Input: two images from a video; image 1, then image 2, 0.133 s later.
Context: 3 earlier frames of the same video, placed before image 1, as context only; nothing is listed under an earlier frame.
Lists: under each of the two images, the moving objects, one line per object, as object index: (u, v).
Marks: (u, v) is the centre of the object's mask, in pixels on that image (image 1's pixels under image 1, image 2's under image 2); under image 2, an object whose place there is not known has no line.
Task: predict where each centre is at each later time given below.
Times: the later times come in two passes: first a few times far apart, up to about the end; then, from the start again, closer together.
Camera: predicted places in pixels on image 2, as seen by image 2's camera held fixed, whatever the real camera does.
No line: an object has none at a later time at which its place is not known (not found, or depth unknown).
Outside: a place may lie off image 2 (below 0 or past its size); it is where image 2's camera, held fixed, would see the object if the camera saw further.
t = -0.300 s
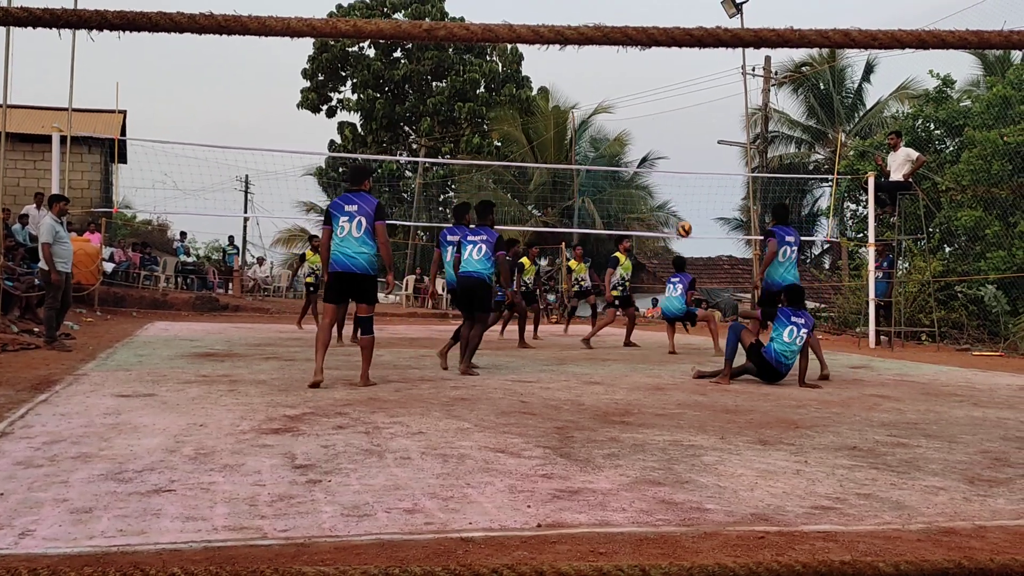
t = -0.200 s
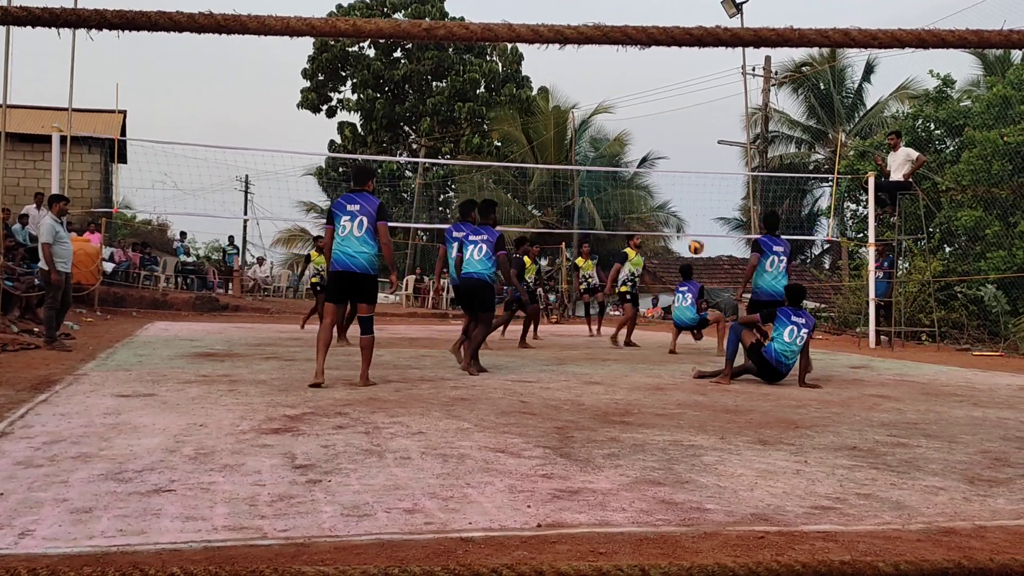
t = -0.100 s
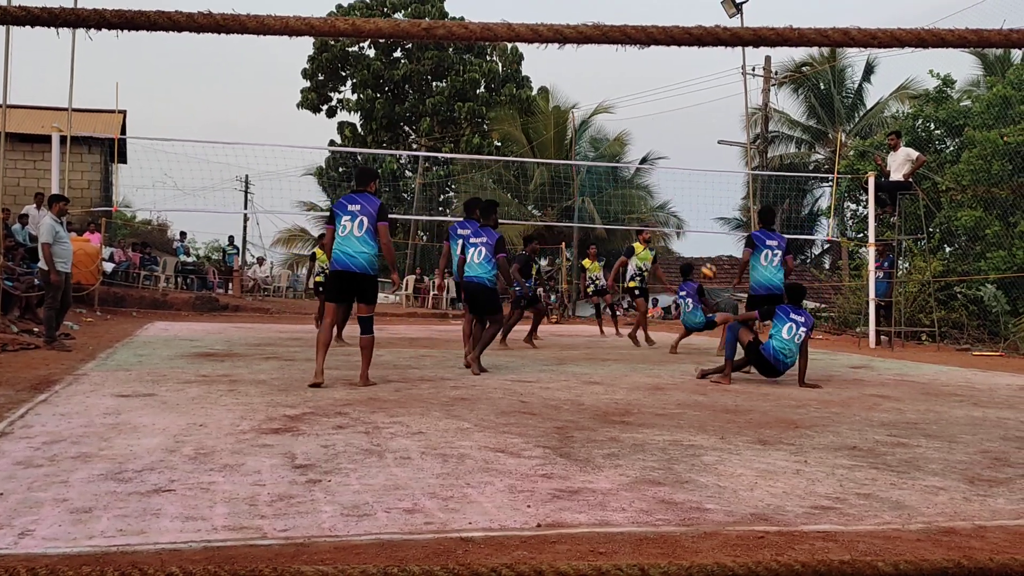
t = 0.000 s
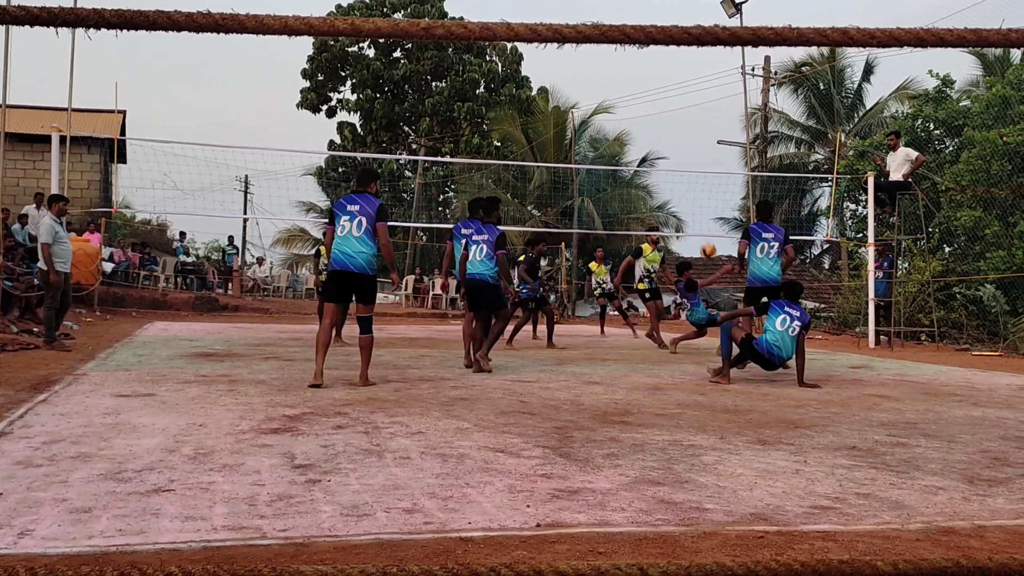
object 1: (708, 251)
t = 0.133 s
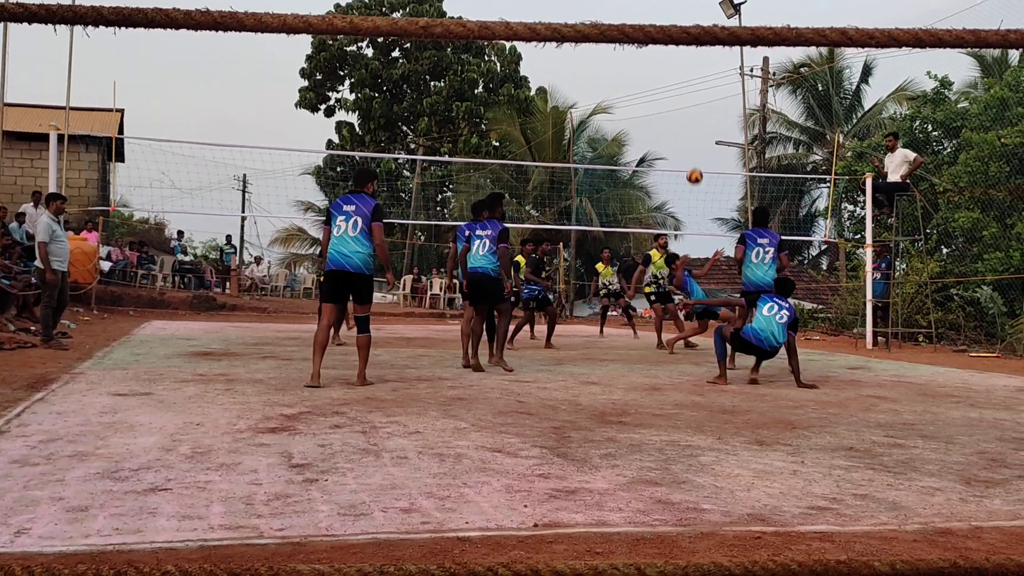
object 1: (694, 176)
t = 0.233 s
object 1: (685, 128)
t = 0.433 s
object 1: (666, 53)
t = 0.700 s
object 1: (640, 0)
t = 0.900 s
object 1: (618, -1)
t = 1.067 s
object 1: (598, 19)
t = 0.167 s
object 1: (691, 159)
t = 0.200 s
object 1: (688, 143)
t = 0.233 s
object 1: (685, 128)
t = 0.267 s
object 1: (682, 113)
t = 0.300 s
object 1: (679, 100)
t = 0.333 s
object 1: (676, 87)
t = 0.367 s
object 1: (673, 75)
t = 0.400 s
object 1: (670, 63)
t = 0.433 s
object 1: (666, 53)
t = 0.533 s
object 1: (658, 22)
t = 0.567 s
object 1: (654, 18)
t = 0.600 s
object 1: (650, 14)
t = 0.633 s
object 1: (647, 8)
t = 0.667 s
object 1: (643, 4)
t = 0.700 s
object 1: (640, 0)
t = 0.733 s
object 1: (636, -2)
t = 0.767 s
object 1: (633, -4)
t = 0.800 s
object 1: (629, -5)
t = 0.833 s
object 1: (625, -5)
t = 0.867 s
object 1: (621, -4)
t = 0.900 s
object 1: (618, -1)
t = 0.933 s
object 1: (614, 2)
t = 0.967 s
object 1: (610, 6)
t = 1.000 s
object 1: (606, 11)
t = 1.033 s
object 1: (602, 15)
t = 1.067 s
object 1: (598, 19)
